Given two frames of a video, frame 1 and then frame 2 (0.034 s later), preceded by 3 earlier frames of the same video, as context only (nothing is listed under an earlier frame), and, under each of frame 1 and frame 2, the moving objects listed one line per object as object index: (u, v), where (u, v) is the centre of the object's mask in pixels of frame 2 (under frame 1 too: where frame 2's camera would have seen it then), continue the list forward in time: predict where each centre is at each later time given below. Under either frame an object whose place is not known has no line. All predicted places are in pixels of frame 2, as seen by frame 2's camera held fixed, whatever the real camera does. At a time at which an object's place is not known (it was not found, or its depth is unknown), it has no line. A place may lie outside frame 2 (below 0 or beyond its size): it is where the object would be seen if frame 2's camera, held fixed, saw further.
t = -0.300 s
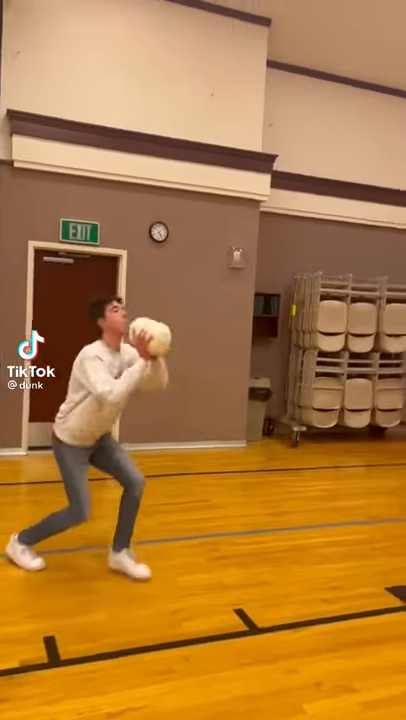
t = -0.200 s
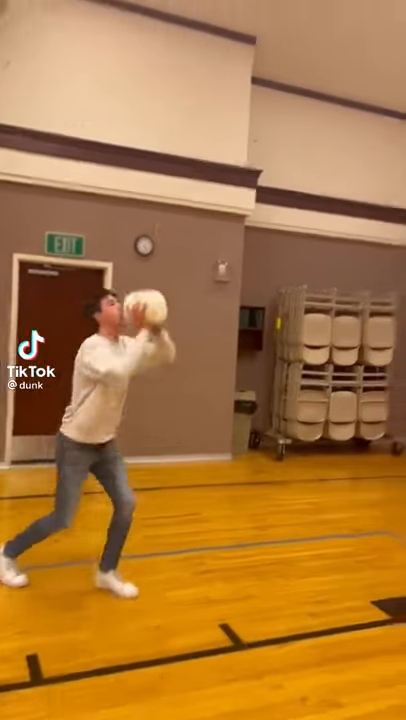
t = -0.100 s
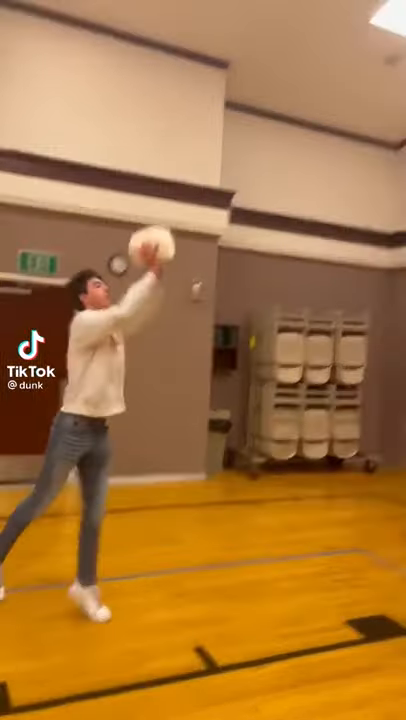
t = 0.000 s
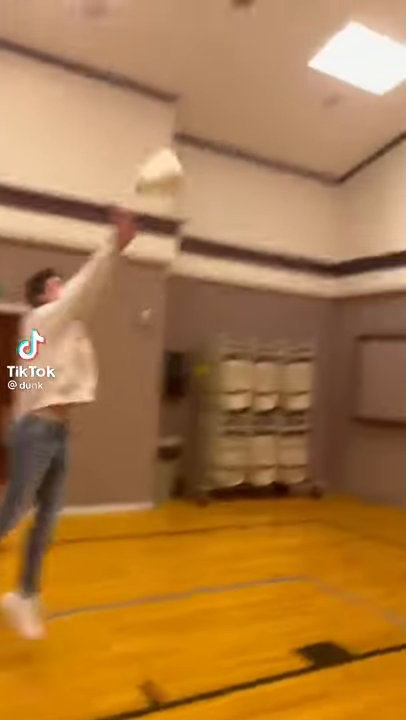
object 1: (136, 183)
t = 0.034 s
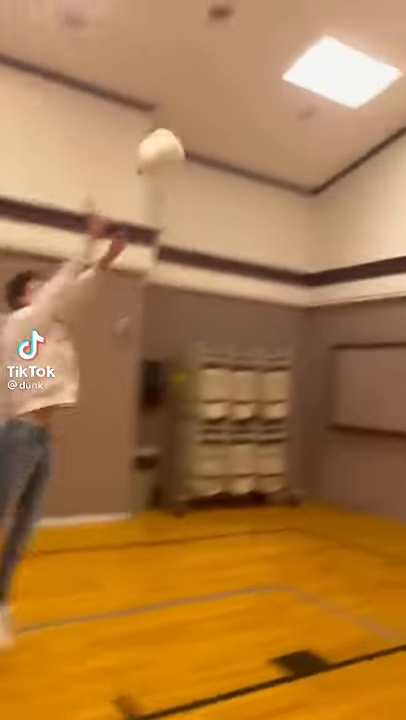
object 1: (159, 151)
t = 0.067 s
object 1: (181, 125)
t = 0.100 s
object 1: (203, 99)
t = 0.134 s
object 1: (226, 75)
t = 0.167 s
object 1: (249, 55)
